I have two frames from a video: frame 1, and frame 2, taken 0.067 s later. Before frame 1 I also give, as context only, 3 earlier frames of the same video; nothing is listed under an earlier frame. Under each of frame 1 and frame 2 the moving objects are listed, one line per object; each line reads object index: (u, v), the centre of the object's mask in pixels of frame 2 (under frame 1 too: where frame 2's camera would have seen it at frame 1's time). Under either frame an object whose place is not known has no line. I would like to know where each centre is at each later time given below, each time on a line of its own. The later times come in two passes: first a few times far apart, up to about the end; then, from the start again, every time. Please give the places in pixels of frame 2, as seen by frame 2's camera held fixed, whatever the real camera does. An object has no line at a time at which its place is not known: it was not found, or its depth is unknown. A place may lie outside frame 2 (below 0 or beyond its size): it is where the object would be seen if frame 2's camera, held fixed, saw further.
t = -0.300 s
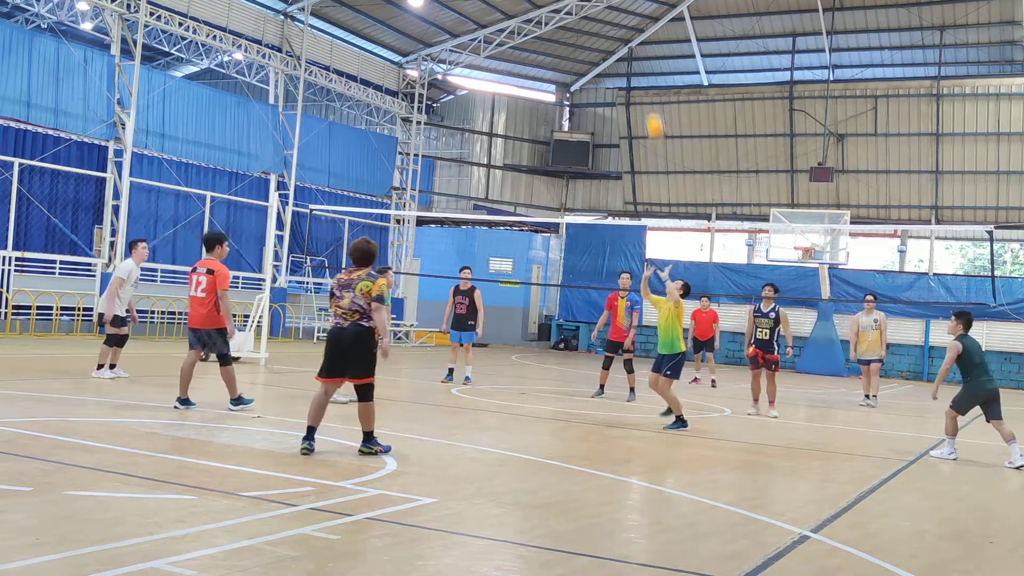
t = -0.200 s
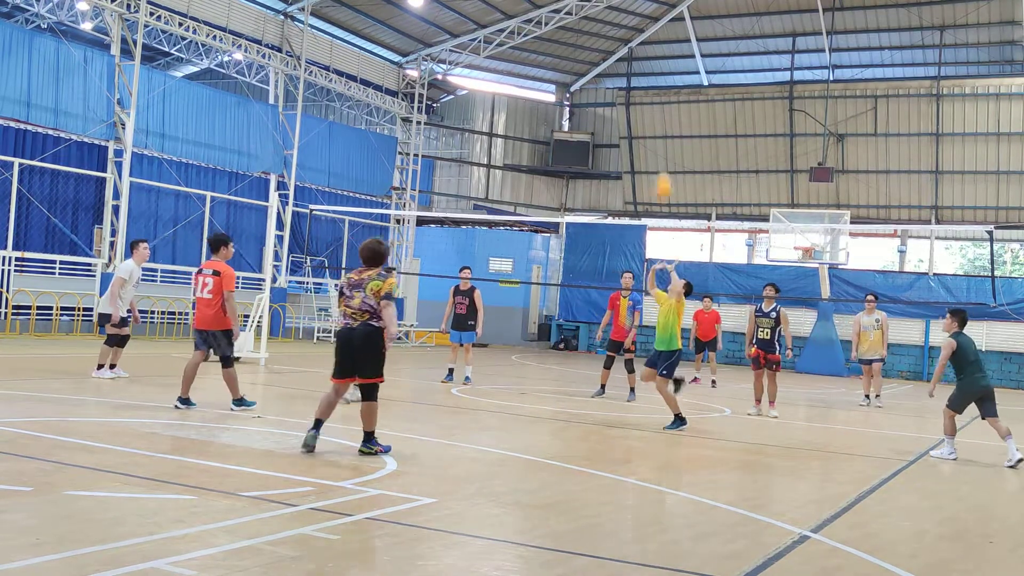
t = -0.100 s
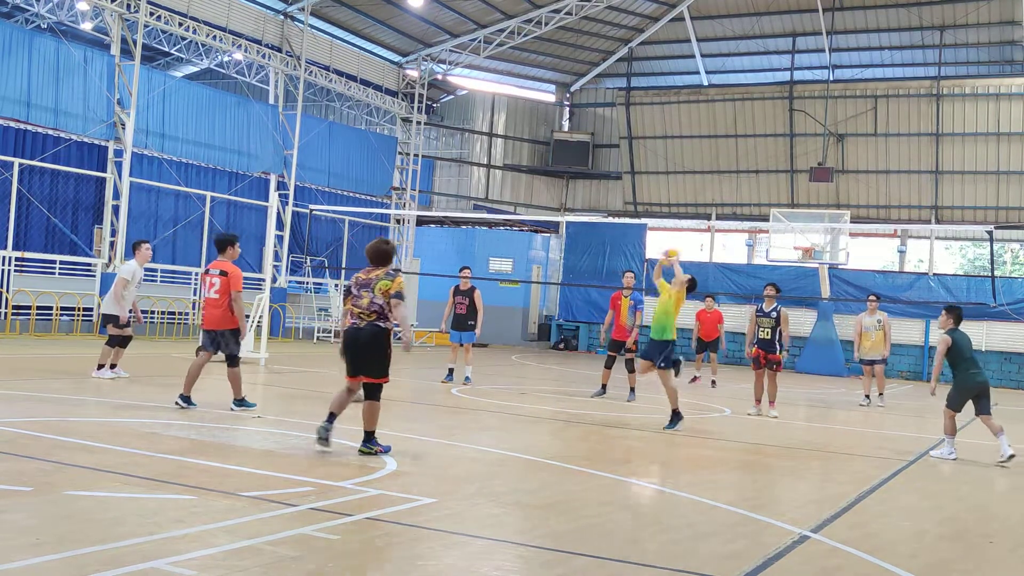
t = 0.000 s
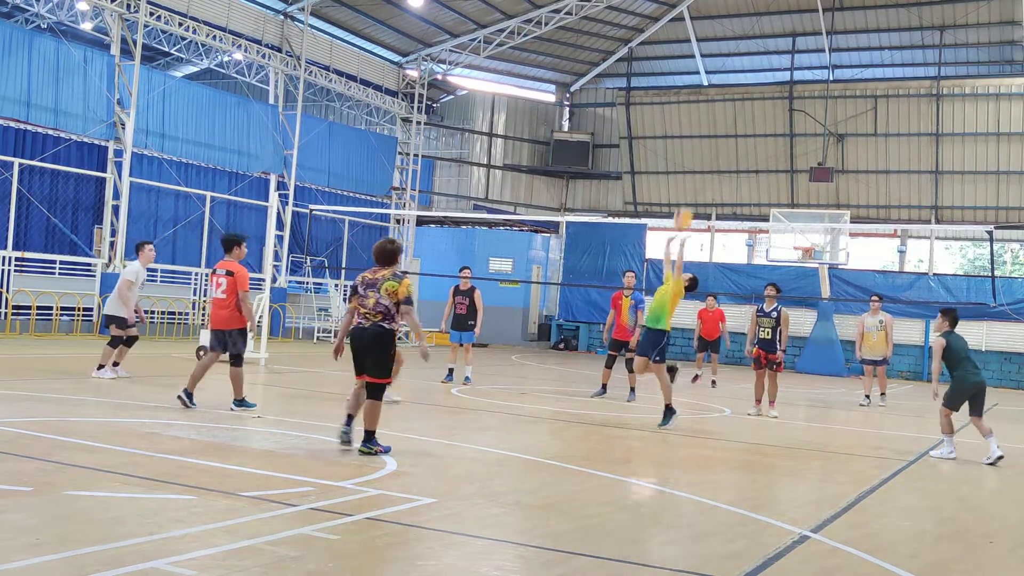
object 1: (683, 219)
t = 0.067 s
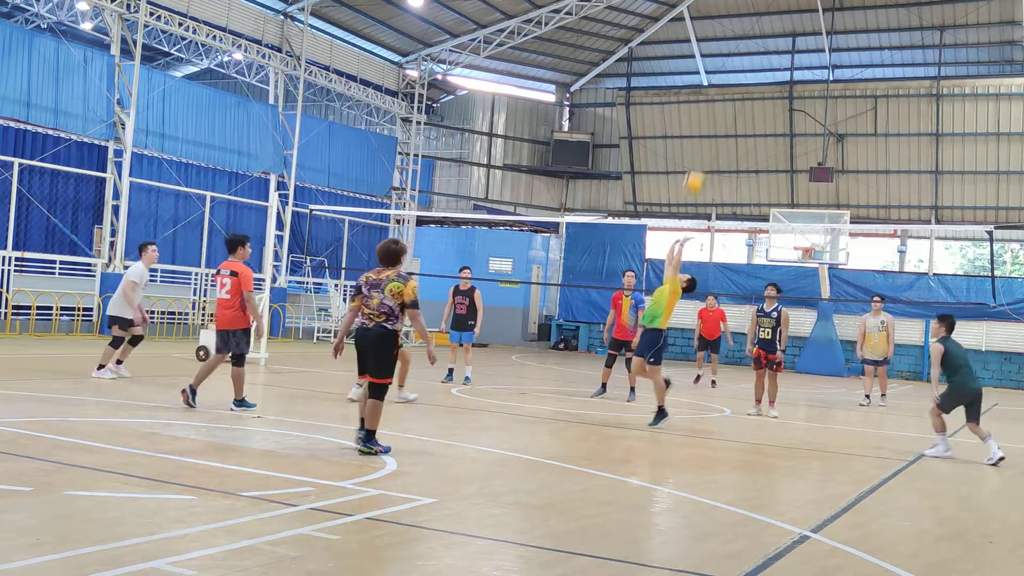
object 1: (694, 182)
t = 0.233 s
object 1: (719, 104)
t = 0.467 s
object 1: (751, 40)
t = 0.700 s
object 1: (779, 24)
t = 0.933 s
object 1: (804, 57)
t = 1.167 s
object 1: (827, 139)
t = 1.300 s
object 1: (835, 203)
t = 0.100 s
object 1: (699, 165)
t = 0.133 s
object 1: (704, 148)
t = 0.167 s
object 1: (709, 132)
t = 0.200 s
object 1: (714, 117)
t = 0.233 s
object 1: (719, 104)
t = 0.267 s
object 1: (724, 92)
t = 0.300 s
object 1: (728, 81)
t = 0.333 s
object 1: (733, 70)
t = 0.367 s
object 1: (737, 62)
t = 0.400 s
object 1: (742, 53)
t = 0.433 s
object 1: (747, 46)
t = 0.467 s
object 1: (751, 40)
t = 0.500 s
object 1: (755, 35)
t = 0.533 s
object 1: (760, 31)
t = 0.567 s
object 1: (764, 28)
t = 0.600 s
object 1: (767, 25)
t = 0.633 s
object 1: (772, 24)
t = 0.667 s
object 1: (776, 24)
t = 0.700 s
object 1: (779, 24)
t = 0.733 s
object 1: (783, 26)
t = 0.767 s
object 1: (787, 28)
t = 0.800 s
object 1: (791, 32)
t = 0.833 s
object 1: (794, 37)
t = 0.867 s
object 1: (798, 43)
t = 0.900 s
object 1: (801, 49)
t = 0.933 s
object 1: (804, 57)
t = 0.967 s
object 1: (808, 65)
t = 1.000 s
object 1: (812, 75)
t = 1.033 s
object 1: (814, 87)
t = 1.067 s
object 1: (817, 97)
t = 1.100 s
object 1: (821, 110)
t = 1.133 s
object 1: (824, 124)
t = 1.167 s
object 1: (827, 139)
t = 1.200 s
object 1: (829, 153)
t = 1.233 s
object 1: (831, 169)
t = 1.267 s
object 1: (833, 185)
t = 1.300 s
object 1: (835, 203)
